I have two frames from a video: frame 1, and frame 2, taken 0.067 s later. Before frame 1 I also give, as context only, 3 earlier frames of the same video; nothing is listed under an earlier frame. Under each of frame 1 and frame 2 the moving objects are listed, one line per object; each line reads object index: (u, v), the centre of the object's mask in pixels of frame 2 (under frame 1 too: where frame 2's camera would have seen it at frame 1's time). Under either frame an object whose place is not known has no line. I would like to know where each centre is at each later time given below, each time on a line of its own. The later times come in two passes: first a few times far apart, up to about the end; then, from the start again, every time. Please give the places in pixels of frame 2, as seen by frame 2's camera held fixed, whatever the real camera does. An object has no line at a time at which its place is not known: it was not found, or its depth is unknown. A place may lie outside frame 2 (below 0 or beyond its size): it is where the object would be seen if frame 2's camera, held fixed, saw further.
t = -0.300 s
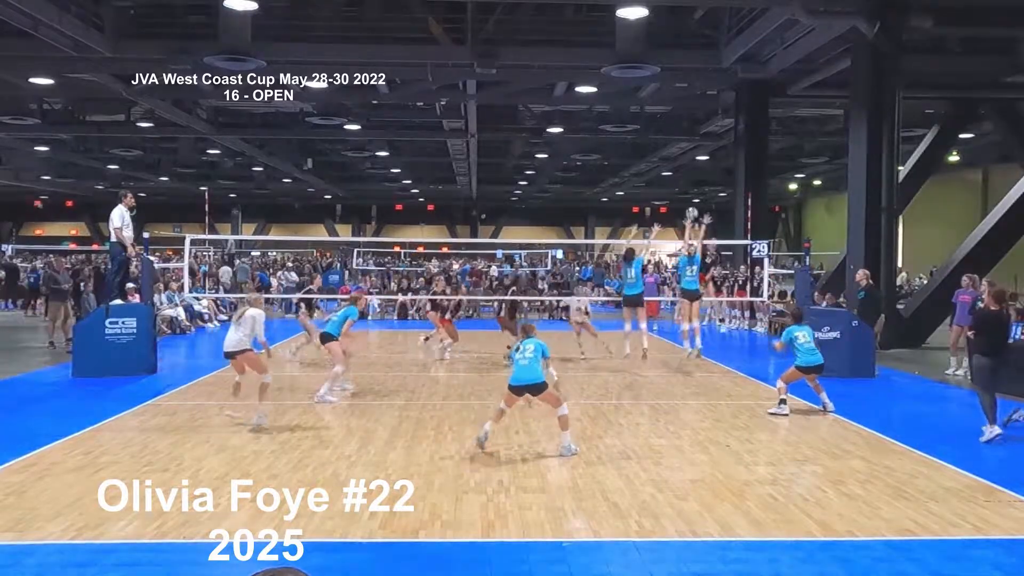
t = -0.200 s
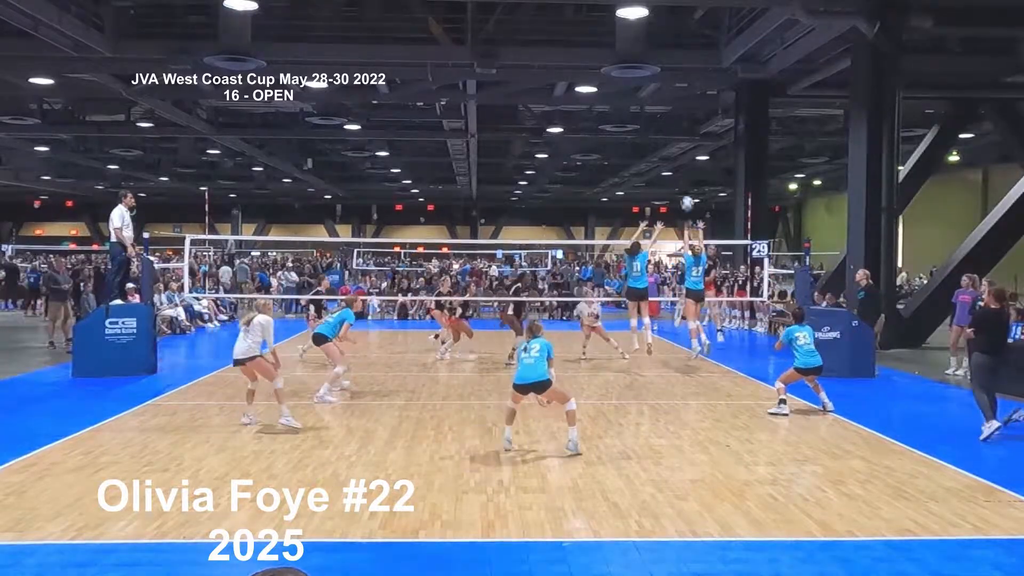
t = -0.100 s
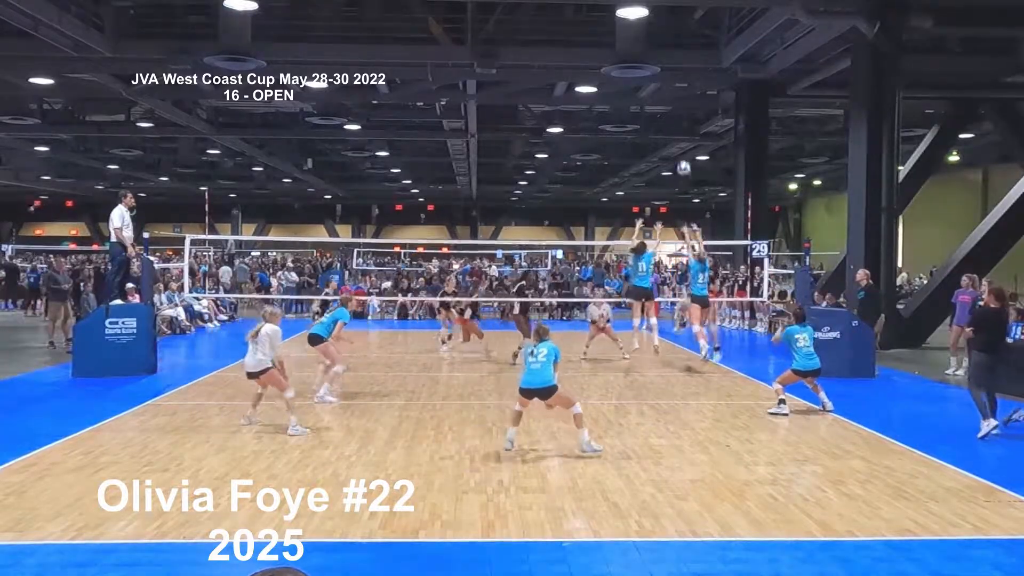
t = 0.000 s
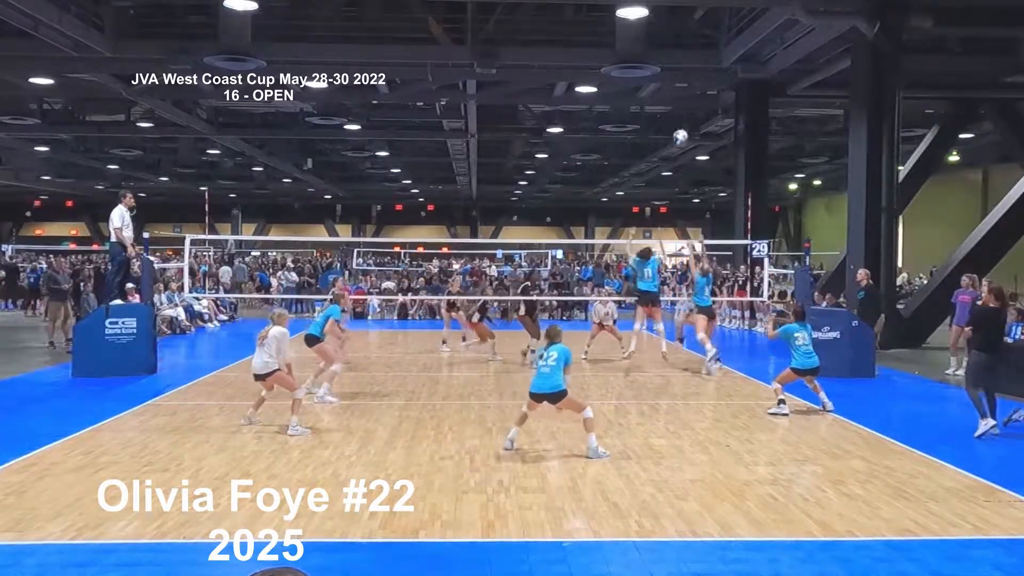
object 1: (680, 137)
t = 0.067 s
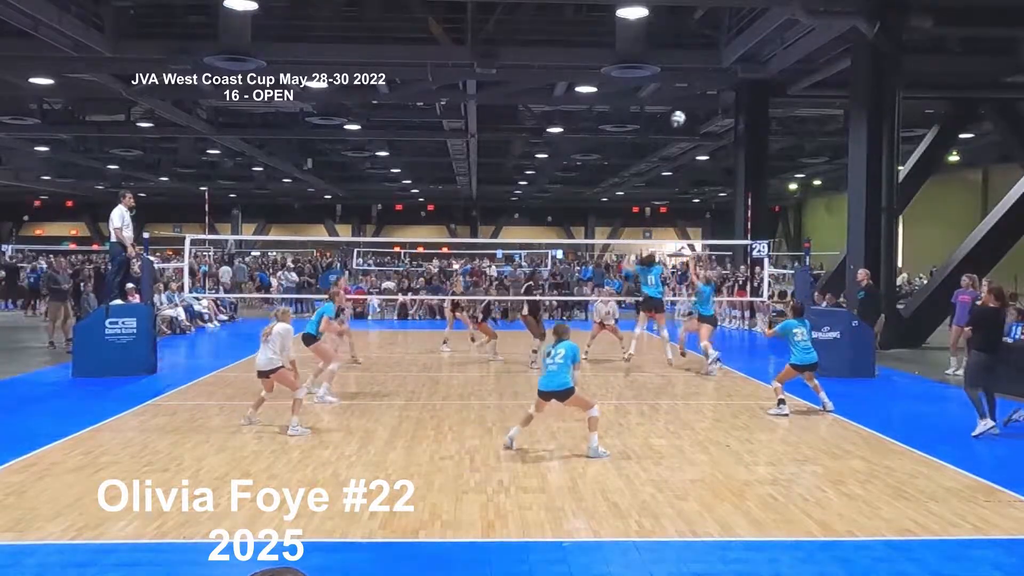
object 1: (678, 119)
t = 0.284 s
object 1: (669, 74)
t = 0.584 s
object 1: (651, 64)
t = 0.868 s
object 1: (627, 134)
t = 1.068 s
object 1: (606, 246)
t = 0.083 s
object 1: (677, 114)
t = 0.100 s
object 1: (677, 110)
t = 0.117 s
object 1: (676, 106)
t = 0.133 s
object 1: (675, 102)
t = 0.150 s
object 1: (674, 98)
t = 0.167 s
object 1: (674, 94)
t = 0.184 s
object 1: (674, 91)
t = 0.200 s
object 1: (673, 88)
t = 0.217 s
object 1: (672, 85)
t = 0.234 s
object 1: (672, 82)
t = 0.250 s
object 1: (671, 79)
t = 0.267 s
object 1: (669, 76)
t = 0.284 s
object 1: (669, 74)
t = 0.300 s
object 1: (668, 72)
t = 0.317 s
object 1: (667, 69)
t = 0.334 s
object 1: (667, 68)
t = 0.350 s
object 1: (666, 66)
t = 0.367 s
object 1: (665, 64)
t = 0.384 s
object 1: (664, 63)
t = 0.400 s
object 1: (663, 62)
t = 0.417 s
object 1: (662, 61)
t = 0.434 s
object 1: (661, 60)
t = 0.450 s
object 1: (660, 60)
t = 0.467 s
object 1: (659, 60)
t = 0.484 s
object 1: (658, 59)
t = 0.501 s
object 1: (657, 60)
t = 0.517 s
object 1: (656, 60)
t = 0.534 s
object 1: (655, 60)
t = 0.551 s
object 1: (654, 62)
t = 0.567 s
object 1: (652, 63)
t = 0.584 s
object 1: (651, 64)
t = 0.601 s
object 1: (650, 66)
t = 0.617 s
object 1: (649, 68)
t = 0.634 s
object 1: (647, 71)
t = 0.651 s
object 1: (646, 73)
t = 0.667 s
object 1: (645, 76)
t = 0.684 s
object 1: (643, 79)
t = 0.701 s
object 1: (642, 82)
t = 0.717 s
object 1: (641, 86)
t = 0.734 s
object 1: (639, 90)
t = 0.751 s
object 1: (638, 94)
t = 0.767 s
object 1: (636, 99)
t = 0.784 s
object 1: (635, 104)
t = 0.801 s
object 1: (633, 110)
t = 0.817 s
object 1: (632, 116)
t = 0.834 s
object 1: (630, 121)
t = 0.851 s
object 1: (629, 128)
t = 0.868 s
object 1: (627, 134)
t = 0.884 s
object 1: (625, 141)
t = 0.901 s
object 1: (624, 149)
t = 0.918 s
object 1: (622, 157)
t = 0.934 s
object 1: (620, 166)
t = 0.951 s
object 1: (619, 175)
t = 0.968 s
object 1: (617, 184)
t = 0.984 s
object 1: (615, 193)
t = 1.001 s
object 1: (614, 204)
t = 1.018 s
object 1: (611, 214)
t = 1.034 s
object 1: (610, 223)
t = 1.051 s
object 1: (608, 235)
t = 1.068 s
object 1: (606, 246)
